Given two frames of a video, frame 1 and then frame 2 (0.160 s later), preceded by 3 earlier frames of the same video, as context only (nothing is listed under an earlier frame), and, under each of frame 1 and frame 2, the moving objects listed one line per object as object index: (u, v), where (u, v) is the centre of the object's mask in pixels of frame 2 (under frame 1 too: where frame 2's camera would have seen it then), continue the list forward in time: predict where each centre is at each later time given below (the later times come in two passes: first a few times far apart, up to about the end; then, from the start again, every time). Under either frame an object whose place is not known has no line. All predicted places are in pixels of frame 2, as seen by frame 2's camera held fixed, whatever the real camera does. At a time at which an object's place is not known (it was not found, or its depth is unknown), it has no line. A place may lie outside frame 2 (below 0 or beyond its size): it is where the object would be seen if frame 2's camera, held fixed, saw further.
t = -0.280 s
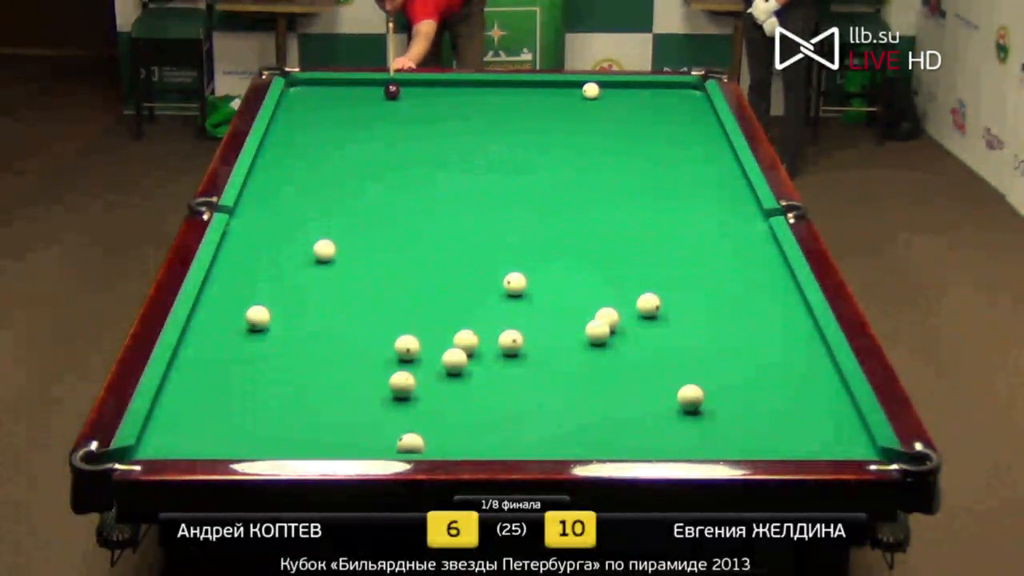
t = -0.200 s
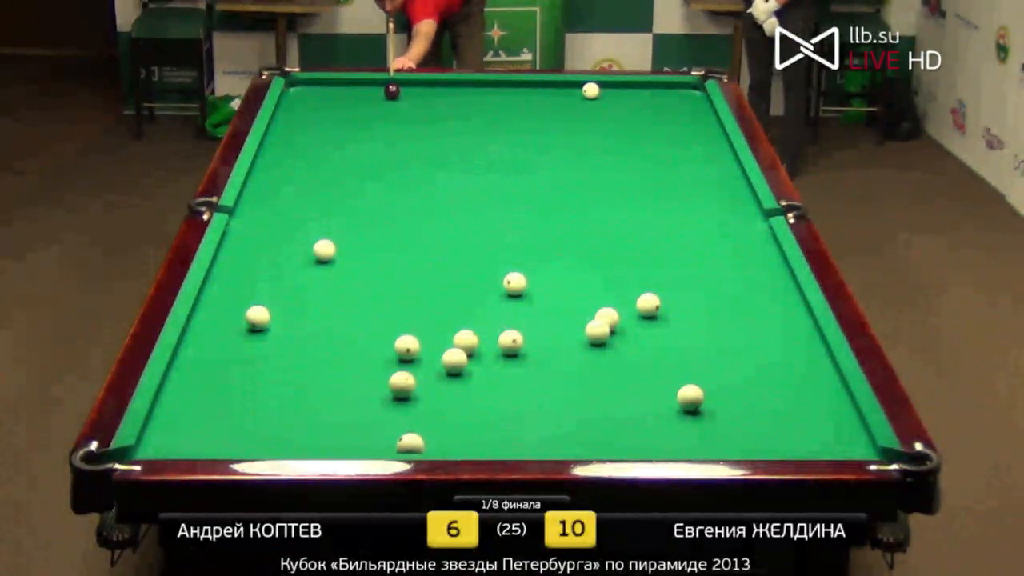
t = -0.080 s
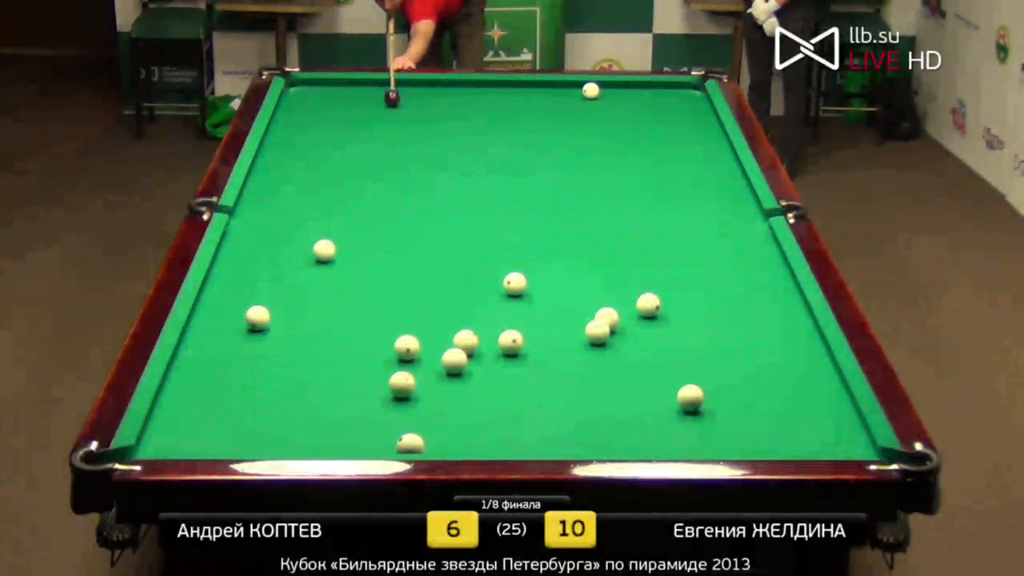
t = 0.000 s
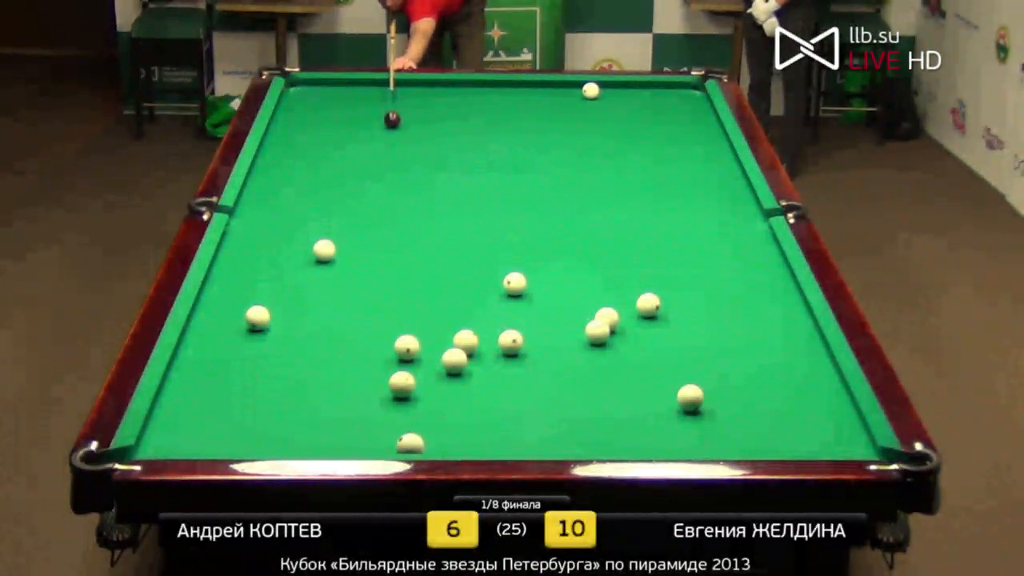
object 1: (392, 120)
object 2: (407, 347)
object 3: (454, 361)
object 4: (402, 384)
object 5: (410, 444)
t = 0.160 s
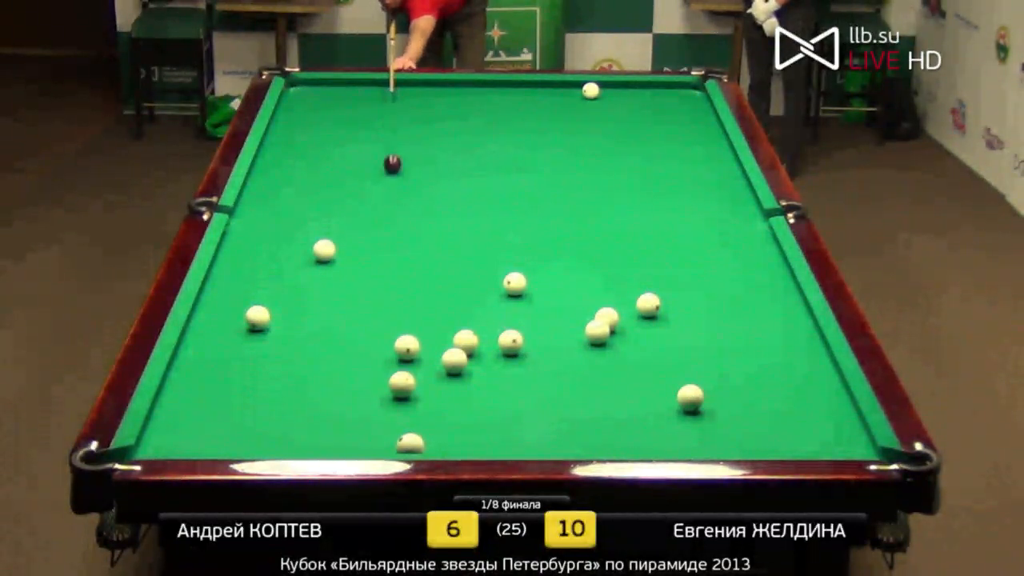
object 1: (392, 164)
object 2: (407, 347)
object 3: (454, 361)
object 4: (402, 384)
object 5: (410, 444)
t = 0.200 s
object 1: (392, 177)
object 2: (407, 347)
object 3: (454, 361)
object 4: (402, 384)
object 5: (410, 444)
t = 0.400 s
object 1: (392, 244)
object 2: (407, 347)
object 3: (454, 361)
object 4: (402, 384)
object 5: (410, 444)
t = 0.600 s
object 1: (391, 329)
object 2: (407, 347)
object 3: (454, 361)
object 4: (402, 384)
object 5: (410, 444)
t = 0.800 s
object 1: (290, 379)
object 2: (437, 387)
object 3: (538, 366)
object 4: (384, 390)
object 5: (410, 444)
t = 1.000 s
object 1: (179, 437)
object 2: (471, 412)
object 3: (636, 375)
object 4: (338, 405)
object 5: (410, 443)
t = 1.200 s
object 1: (211, 442)
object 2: (505, 438)
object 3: (731, 382)
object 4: (292, 420)
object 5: (410, 443)
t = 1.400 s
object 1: (284, 443)
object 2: (531, 441)
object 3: (828, 391)
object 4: (246, 433)
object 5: (410, 444)
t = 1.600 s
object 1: (351, 445)
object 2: (546, 429)
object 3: (785, 398)
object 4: (203, 438)
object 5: (410, 443)
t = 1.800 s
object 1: (386, 443)
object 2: (560, 415)
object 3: (732, 406)
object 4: (158, 443)
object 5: (435, 443)
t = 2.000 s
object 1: (399, 442)
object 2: (574, 403)
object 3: (678, 412)
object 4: (150, 445)
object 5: (473, 443)
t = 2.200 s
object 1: (411, 440)
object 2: (586, 392)
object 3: (625, 419)
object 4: (154, 441)
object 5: (510, 442)
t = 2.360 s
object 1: (420, 439)
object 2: (595, 383)
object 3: (583, 425)
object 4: (157, 439)
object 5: (538, 442)
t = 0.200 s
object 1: (392, 177)
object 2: (407, 347)
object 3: (454, 361)
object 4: (402, 384)
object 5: (410, 444)
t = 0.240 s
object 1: (392, 189)
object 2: (407, 347)
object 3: (454, 361)
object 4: (402, 384)
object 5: (410, 444)
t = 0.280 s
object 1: (392, 202)
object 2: (407, 347)
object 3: (454, 361)
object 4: (402, 384)
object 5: (410, 444)
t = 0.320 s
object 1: (392, 216)
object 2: (407, 347)
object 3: (454, 361)
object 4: (402, 384)
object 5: (410, 444)
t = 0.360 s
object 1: (392, 230)
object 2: (407, 347)
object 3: (454, 361)
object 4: (402, 384)
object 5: (410, 444)
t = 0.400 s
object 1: (392, 244)
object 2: (407, 347)
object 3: (454, 361)
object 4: (402, 384)
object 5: (410, 444)
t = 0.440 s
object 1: (392, 260)
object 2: (407, 347)
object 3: (454, 361)
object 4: (402, 384)
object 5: (410, 444)
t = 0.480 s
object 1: (392, 276)
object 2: (407, 347)
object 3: (454, 361)
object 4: (402, 384)
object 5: (410, 444)
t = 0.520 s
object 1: (391, 293)
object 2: (407, 347)
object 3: (454, 361)
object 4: (402, 384)
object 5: (410, 444)
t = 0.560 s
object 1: (391, 311)
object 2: (407, 347)
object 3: (454, 361)
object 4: (402, 384)
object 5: (410, 444)
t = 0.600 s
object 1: (391, 329)
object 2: (407, 347)
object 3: (454, 361)
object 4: (402, 384)
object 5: (410, 444)
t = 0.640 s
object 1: (382, 345)
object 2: (417, 351)
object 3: (454, 361)
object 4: (402, 384)
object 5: (410, 444)
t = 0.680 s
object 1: (359, 352)
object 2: (428, 363)
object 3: (466, 361)
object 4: (402, 384)
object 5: (410, 443)
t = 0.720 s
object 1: (336, 361)
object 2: (425, 373)
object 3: (491, 363)
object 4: (402, 384)
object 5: (410, 443)
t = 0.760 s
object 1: (313, 370)
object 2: (429, 381)
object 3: (515, 365)
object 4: (395, 386)
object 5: (410, 443)
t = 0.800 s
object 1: (290, 379)
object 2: (437, 387)
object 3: (538, 366)
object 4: (384, 390)
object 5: (410, 444)
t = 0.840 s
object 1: (268, 389)
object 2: (445, 392)
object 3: (559, 368)
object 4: (373, 393)
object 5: (410, 443)
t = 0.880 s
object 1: (246, 401)
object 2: (451, 397)
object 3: (579, 370)
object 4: (364, 397)
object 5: (410, 443)
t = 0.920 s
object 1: (223, 412)
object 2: (458, 402)
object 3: (598, 372)
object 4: (355, 400)
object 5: (410, 443)
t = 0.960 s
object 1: (202, 424)
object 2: (464, 407)
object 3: (617, 373)
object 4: (347, 402)
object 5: (410, 443)
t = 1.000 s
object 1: (179, 437)
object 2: (471, 412)
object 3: (636, 375)
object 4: (338, 405)
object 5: (410, 443)
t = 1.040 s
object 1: (156, 445)
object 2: (478, 417)
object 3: (655, 376)
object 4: (329, 408)
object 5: (410, 443)
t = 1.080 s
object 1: (152, 444)
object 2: (485, 422)
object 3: (674, 377)
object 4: (319, 411)
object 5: (410, 443)
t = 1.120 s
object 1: (173, 443)
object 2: (491, 428)
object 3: (694, 377)
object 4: (310, 414)
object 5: (410, 443)
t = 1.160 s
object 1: (193, 442)
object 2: (498, 433)
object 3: (712, 381)
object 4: (301, 417)
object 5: (410, 444)
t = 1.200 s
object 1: (211, 442)
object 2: (505, 438)
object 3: (731, 382)
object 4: (292, 420)
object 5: (410, 443)
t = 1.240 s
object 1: (227, 441)
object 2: (512, 440)
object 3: (751, 385)
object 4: (283, 424)
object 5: (410, 443)
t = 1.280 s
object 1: (242, 441)
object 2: (519, 444)
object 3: (770, 386)
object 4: (274, 427)
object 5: (410, 443)
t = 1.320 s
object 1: (256, 442)
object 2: (525, 445)
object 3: (789, 388)
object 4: (265, 425)
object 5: (410, 444)
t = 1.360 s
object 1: (264, 443)
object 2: (527, 442)
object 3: (807, 389)
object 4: (255, 426)
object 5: (410, 443)
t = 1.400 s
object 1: (284, 443)
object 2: (531, 441)
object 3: (828, 391)
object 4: (246, 433)
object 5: (410, 444)
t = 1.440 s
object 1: (298, 444)
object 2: (534, 439)
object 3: (836, 393)
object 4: (237, 434)
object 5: (410, 443)
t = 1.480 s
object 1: (311, 445)
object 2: (537, 437)
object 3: (821, 394)
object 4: (229, 435)
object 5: (410, 443)
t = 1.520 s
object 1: (325, 446)
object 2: (540, 435)
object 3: (808, 395)
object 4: (220, 437)
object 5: (410, 443)
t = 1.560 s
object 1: (338, 445)
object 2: (543, 432)
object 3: (796, 397)
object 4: (211, 437)
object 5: (410, 443)
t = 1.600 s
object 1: (351, 445)
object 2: (546, 429)
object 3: (785, 398)
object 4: (203, 438)
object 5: (410, 443)
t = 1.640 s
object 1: (363, 445)
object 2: (549, 425)
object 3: (774, 400)
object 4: (194, 439)
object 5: (410, 443)
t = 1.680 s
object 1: (375, 444)
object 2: (552, 424)
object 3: (764, 401)
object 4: (185, 440)
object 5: (410, 443)
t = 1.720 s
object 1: (381, 444)
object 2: (555, 420)
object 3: (753, 402)
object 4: (176, 441)
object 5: (416, 443)
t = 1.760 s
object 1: (383, 444)
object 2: (558, 418)
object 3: (742, 404)
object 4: (167, 442)
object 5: (426, 443)
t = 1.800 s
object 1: (386, 443)
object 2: (560, 415)
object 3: (732, 406)
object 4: (158, 443)
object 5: (435, 443)
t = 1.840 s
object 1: (388, 443)
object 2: (563, 413)
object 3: (721, 406)
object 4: (149, 444)
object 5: (443, 443)
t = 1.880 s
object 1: (391, 443)
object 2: (566, 410)
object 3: (710, 408)
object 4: (147, 445)
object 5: (450, 443)
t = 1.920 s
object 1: (394, 442)
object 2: (569, 408)
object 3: (700, 409)
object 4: (148, 446)
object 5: (458, 443)
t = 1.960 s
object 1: (396, 442)
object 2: (571, 406)
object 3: (690, 410)
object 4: (150, 445)
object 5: (465, 443)
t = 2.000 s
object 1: (399, 442)
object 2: (574, 403)
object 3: (678, 412)
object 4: (150, 445)
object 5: (473, 443)
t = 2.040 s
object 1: (402, 441)
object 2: (576, 401)
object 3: (668, 413)
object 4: (151, 444)
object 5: (481, 443)
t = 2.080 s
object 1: (404, 441)
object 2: (579, 398)
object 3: (657, 414)
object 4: (152, 443)
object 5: (488, 443)
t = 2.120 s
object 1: (406, 441)
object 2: (581, 396)
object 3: (646, 416)
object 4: (153, 442)
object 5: (495, 442)
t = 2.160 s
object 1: (409, 440)
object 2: (583, 394)
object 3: (636, 417)
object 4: (153, 442)
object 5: (502, 442)
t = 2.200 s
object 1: (411, 440)
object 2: (586, 392)
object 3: (625, 419)
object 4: (154, 441)
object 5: (510, 442)
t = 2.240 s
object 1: (413, 440)
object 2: (588, 389)
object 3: (615, 420)
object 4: (155, 440)
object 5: (517, 442)
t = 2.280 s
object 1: (416, 439)
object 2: (590, 387)
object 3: (604, 421)
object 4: (156, 440)
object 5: (524, 442)
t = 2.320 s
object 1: (418, 439)
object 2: (593, 385)
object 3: (593, 423)
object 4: (156, 439)
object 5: (531, 442)
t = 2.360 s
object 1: (420, 439)
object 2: (595, 383)
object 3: (583, 425)
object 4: (157, 439)
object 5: (538, 442)
